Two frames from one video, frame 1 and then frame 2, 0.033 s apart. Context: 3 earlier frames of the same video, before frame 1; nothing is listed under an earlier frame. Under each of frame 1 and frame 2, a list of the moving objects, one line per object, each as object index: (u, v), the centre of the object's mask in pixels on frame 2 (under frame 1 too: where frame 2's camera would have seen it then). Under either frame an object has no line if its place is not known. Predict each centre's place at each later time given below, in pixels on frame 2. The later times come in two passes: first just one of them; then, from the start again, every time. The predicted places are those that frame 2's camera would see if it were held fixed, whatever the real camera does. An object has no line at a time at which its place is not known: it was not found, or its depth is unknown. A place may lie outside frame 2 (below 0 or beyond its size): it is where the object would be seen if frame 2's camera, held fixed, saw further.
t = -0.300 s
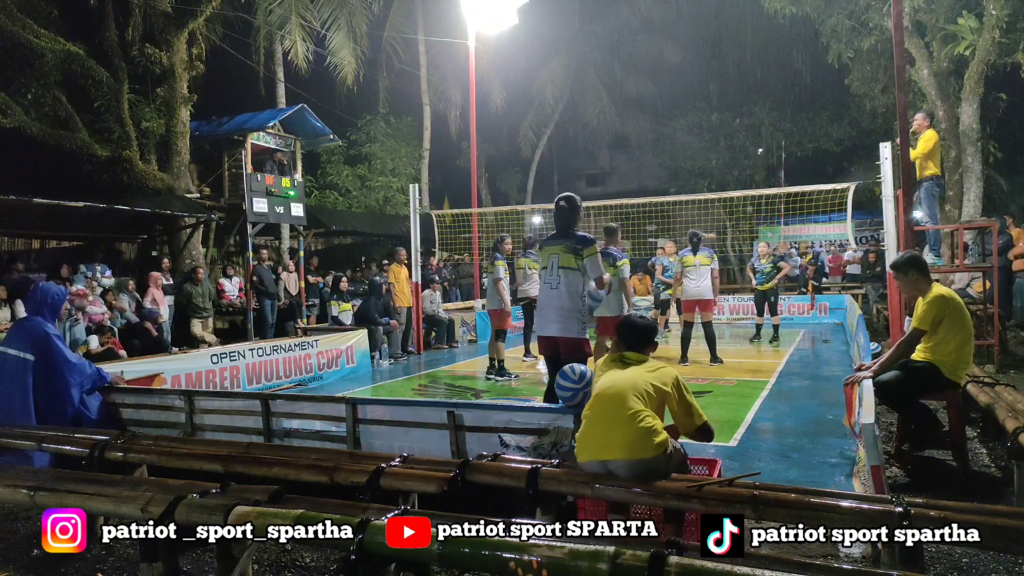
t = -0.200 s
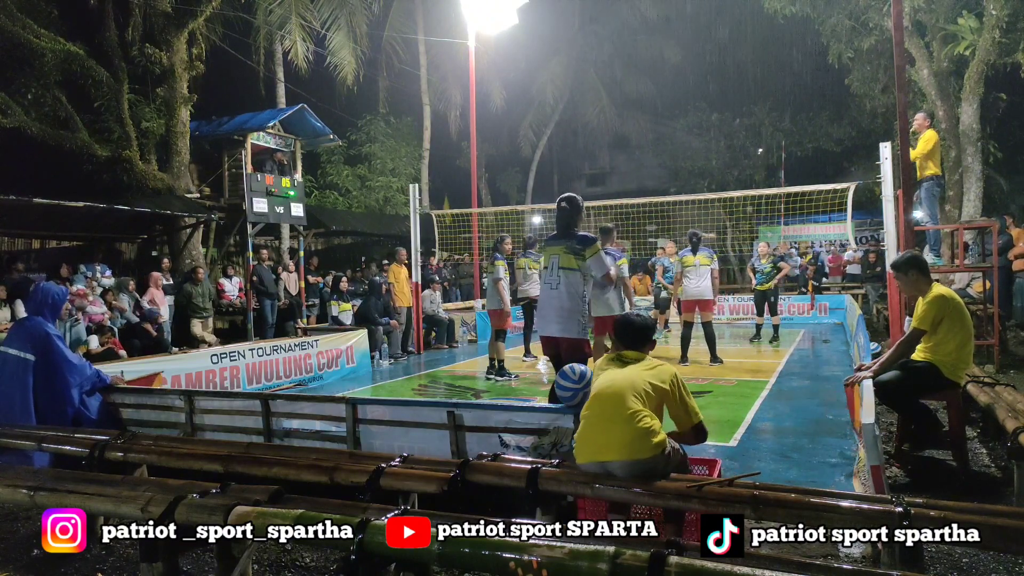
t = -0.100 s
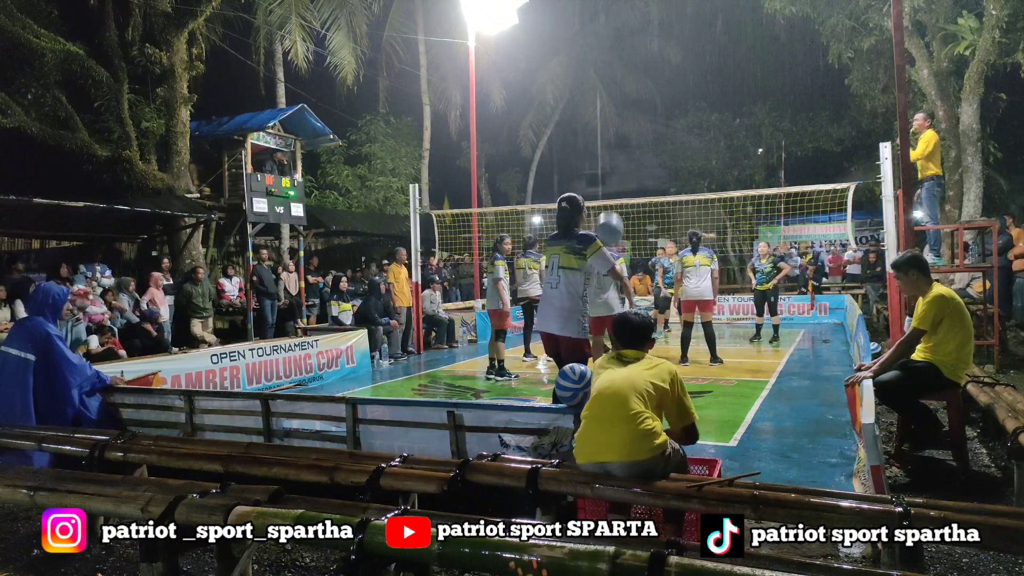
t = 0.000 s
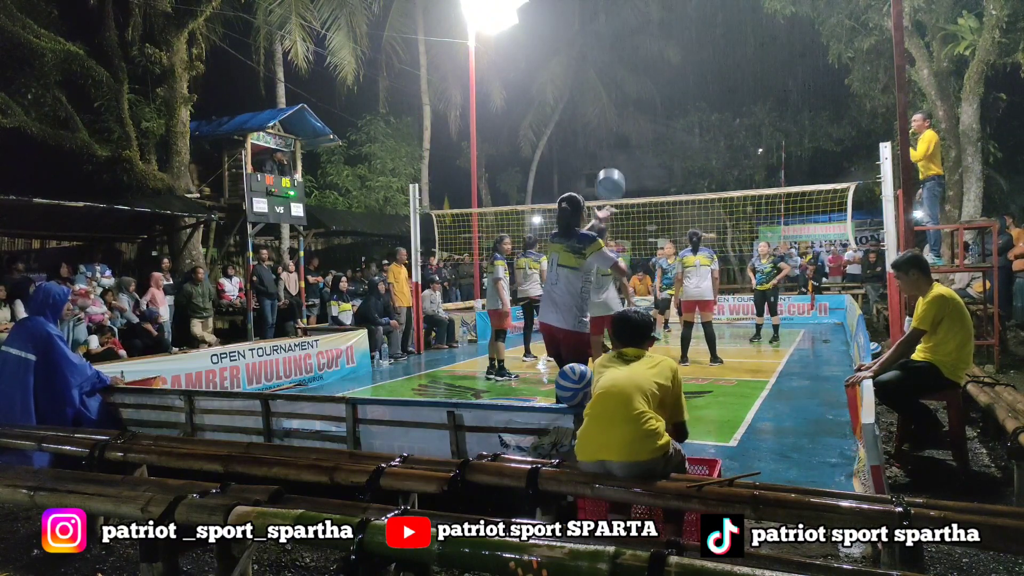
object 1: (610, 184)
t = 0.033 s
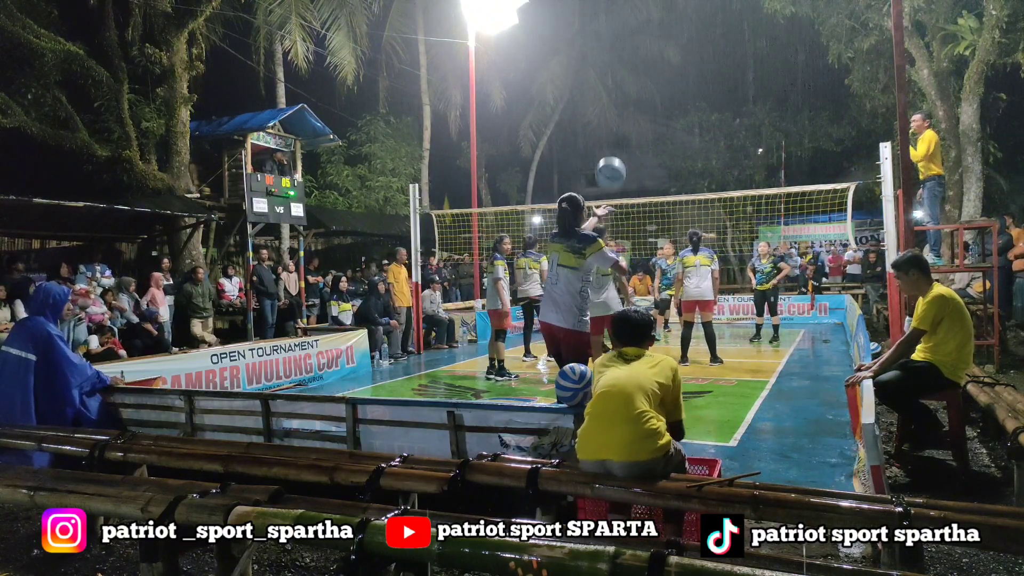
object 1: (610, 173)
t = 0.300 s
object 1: (614, 134)
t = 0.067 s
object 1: (611, 164)
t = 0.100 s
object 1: (611, 155)
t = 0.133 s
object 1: (611, 148)
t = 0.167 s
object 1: (612, 142)
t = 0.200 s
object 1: (612, 137)
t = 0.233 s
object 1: (613, 135)
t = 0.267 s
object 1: (613, 134)
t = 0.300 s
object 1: (614, 134)
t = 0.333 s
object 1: (614, 135)
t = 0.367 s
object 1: (615, 138)
